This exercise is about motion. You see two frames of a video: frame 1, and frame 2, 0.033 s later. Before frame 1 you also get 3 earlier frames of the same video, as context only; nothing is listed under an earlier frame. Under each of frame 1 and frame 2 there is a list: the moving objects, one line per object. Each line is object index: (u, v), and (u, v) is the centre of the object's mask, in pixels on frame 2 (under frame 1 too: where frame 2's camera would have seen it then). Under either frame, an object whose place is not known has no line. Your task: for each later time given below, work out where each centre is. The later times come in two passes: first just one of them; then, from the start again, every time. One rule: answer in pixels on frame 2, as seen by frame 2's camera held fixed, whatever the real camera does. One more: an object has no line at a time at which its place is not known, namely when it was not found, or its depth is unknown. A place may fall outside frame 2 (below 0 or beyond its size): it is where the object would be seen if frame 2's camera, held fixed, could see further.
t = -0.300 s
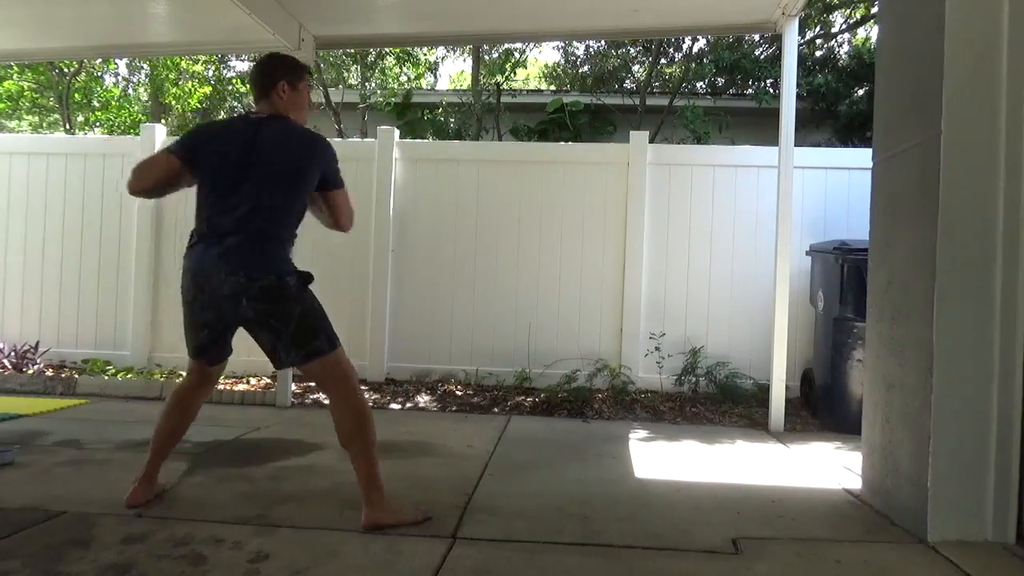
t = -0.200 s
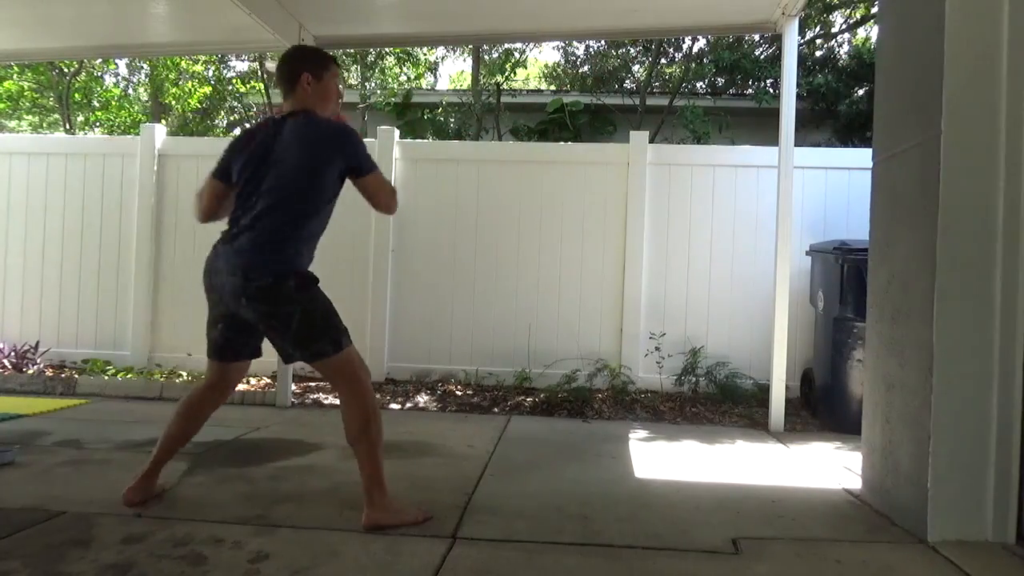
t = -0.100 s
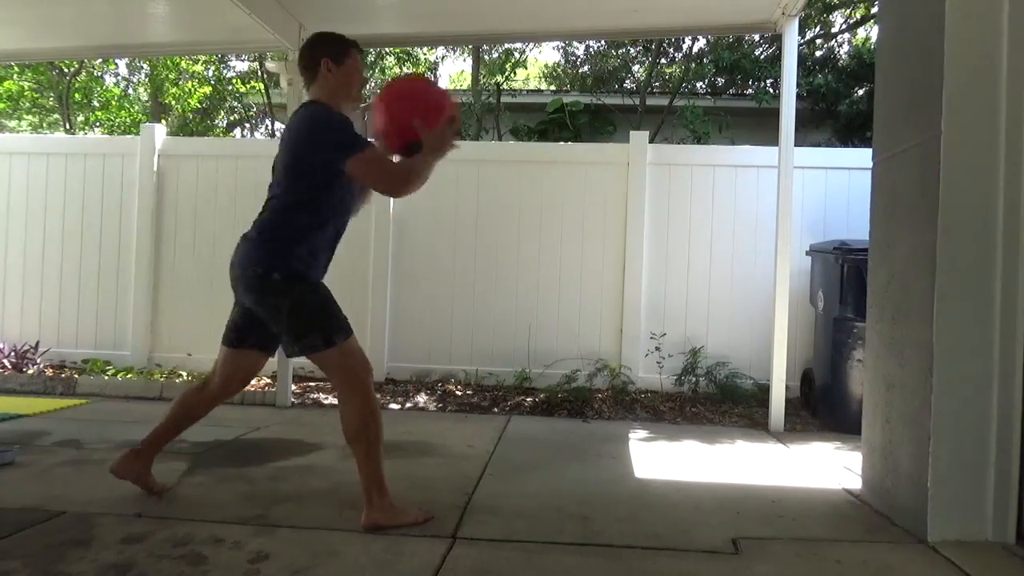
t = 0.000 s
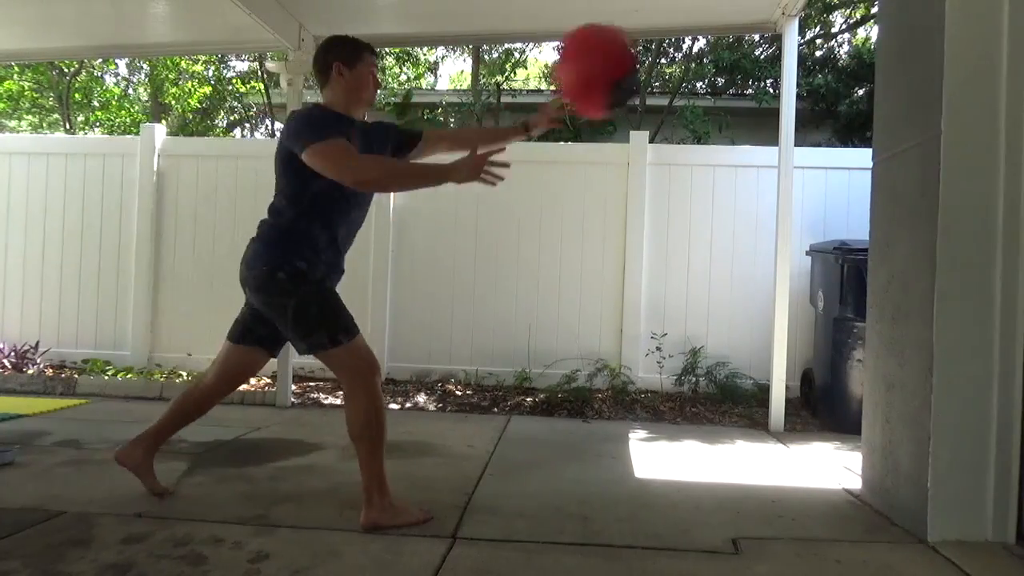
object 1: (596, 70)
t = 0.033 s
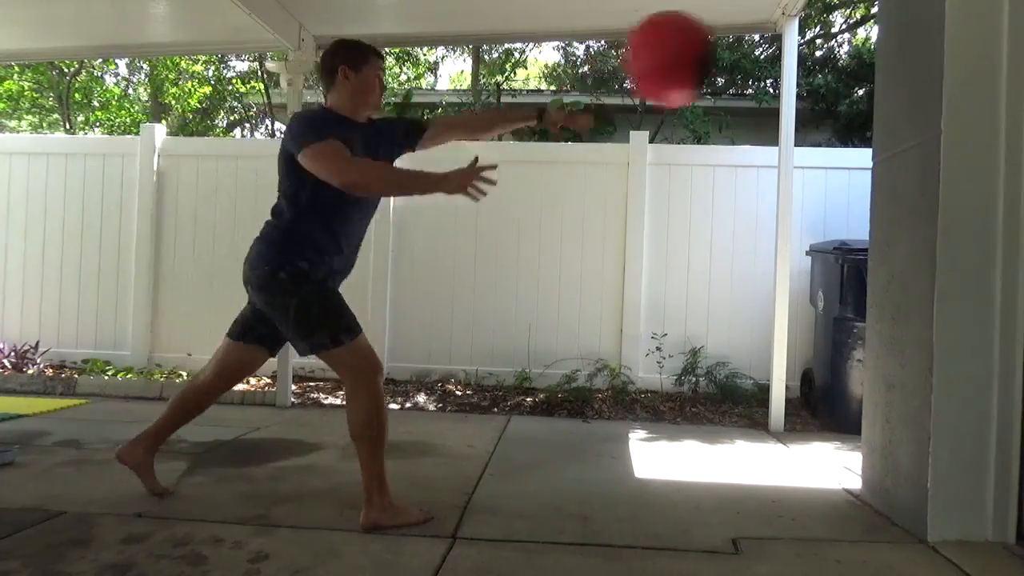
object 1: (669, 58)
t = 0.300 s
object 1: (660, 86)
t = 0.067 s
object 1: (744, 50)
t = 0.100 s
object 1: (824, 44)
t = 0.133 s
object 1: (873, 43)
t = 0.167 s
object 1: (832, 45)
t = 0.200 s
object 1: (789, 50)
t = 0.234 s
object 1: (746, 58)
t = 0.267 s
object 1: (703, 71)
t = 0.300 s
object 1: (660, 86)
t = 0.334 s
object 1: (618, 104)
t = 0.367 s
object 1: (572, 126)
